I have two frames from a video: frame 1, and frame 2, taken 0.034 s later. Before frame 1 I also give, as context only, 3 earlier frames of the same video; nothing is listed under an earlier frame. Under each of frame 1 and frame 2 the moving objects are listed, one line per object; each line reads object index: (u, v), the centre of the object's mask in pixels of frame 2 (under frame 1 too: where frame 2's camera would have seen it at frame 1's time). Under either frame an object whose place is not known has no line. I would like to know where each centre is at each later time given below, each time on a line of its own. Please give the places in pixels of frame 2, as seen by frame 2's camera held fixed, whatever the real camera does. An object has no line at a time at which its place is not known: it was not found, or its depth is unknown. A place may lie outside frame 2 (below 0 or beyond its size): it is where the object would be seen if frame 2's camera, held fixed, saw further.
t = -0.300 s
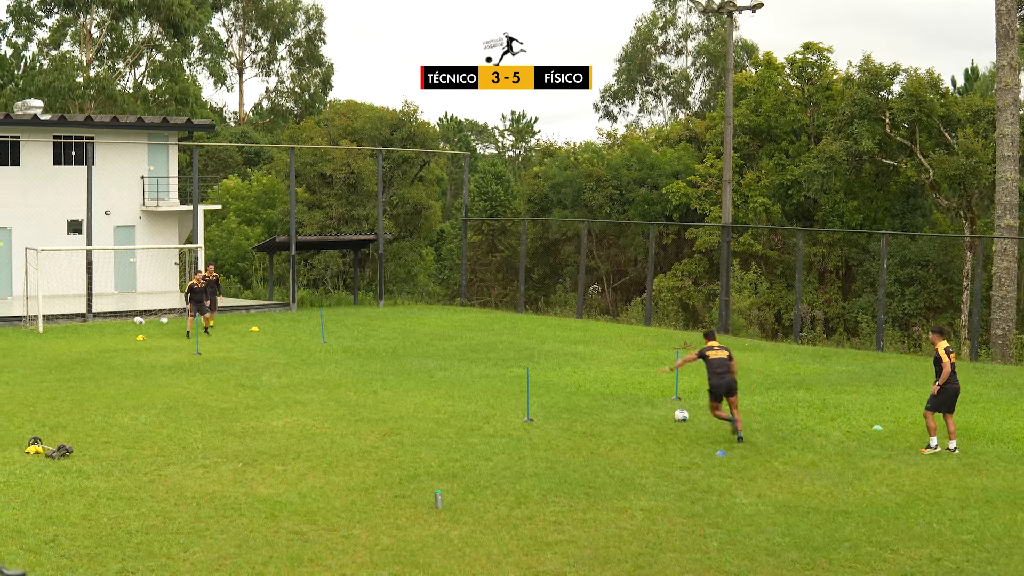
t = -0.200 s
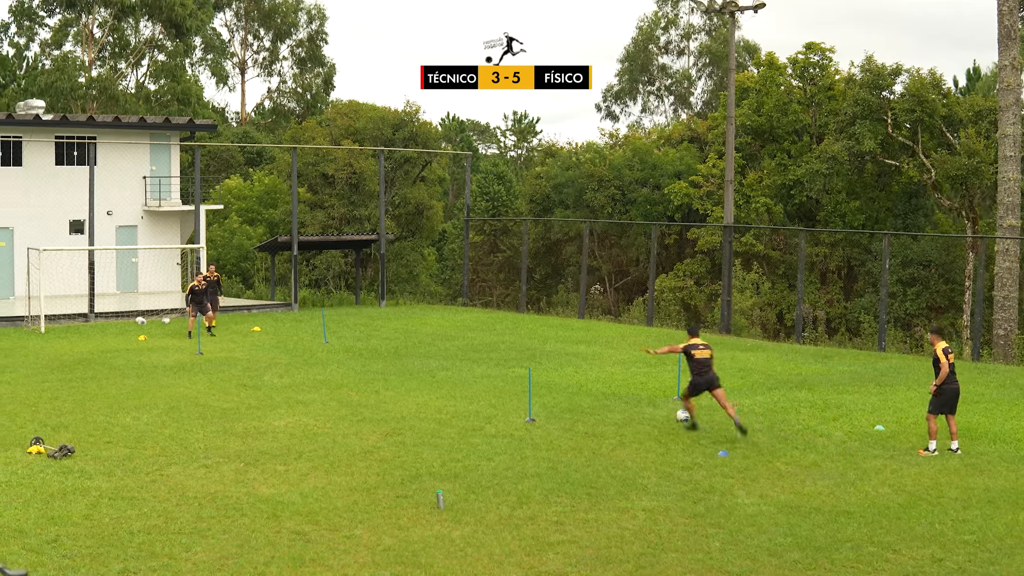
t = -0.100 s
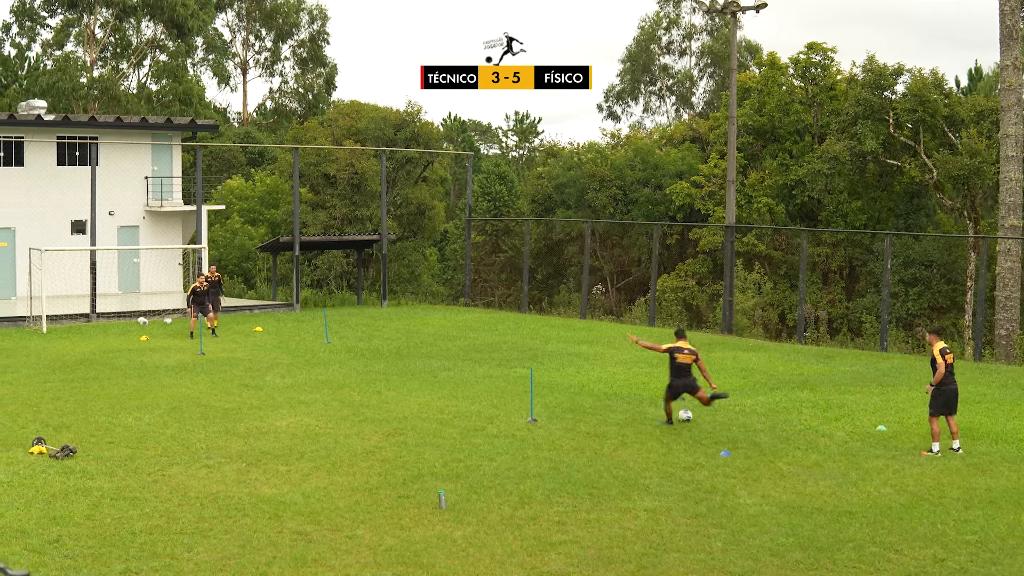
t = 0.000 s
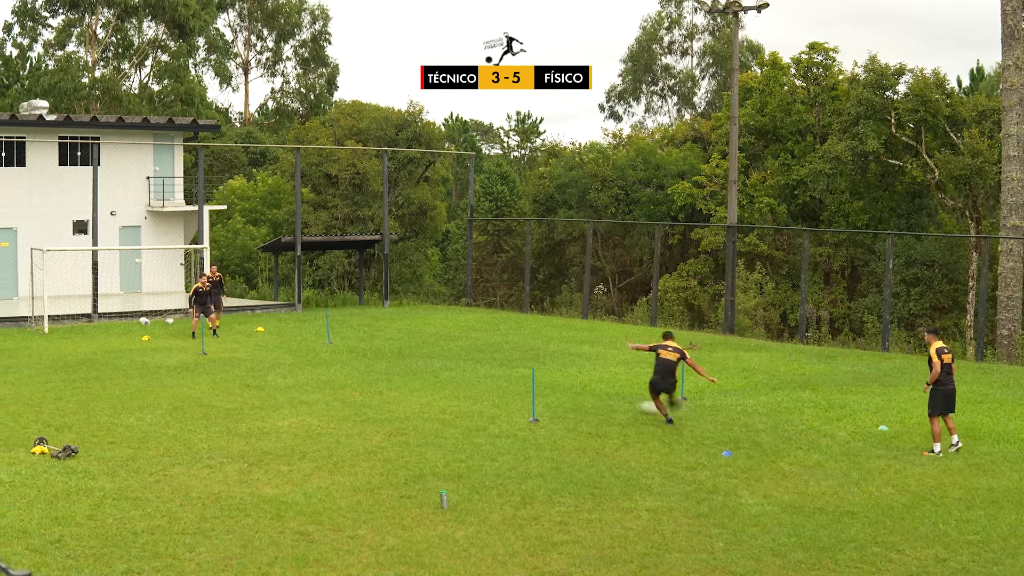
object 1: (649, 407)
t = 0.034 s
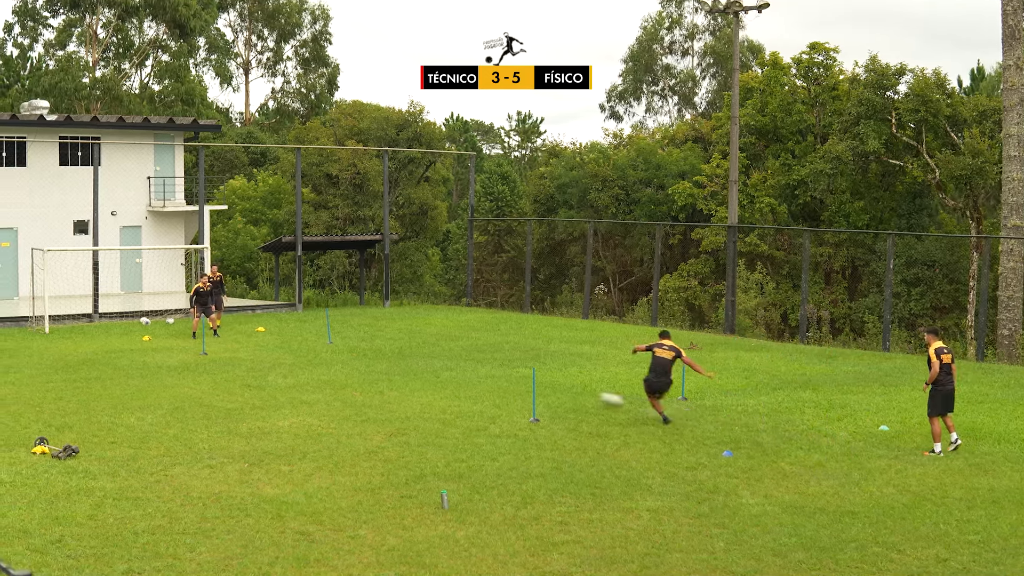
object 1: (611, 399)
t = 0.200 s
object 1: (444, 375)
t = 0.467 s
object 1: (277, 347)
